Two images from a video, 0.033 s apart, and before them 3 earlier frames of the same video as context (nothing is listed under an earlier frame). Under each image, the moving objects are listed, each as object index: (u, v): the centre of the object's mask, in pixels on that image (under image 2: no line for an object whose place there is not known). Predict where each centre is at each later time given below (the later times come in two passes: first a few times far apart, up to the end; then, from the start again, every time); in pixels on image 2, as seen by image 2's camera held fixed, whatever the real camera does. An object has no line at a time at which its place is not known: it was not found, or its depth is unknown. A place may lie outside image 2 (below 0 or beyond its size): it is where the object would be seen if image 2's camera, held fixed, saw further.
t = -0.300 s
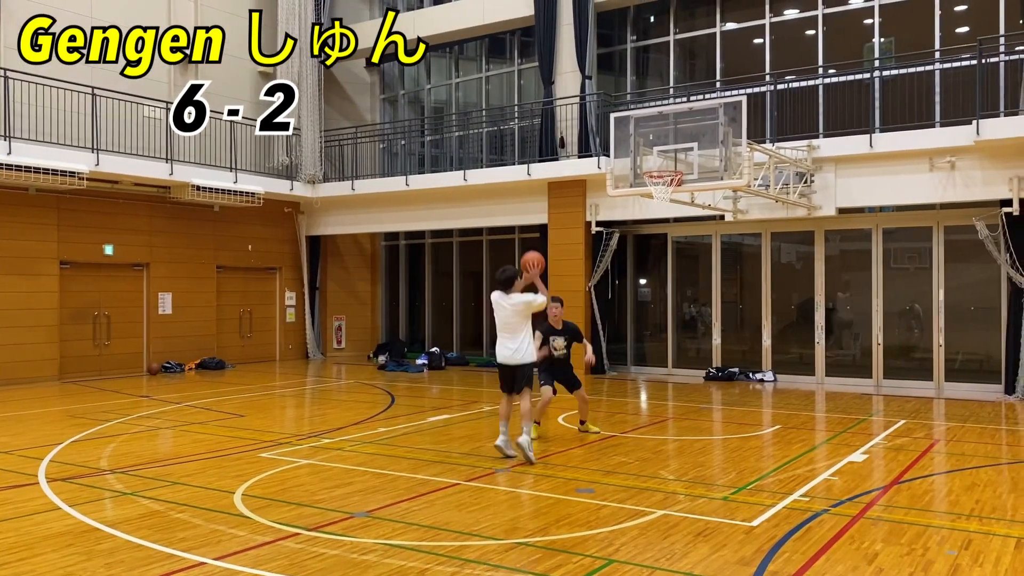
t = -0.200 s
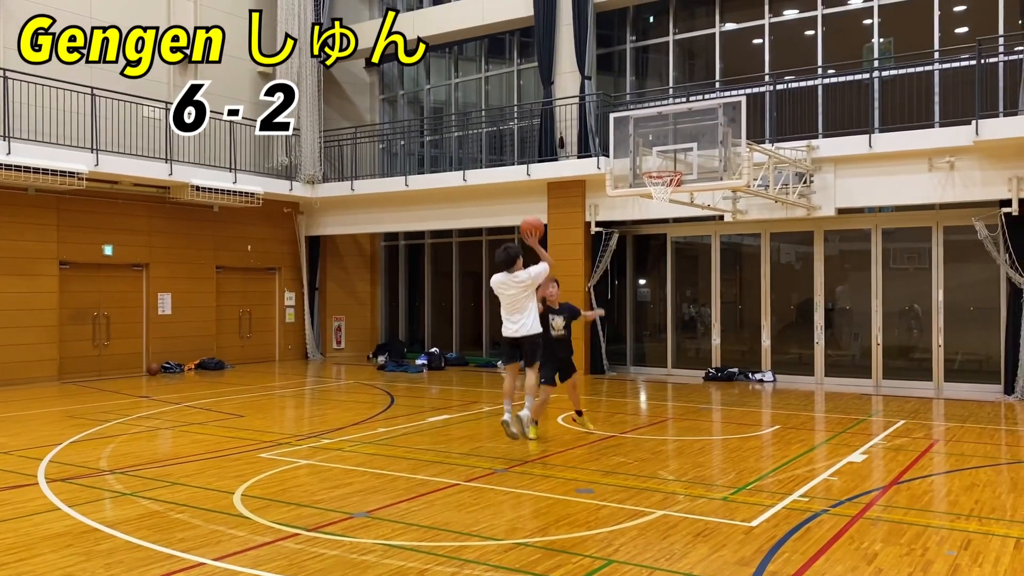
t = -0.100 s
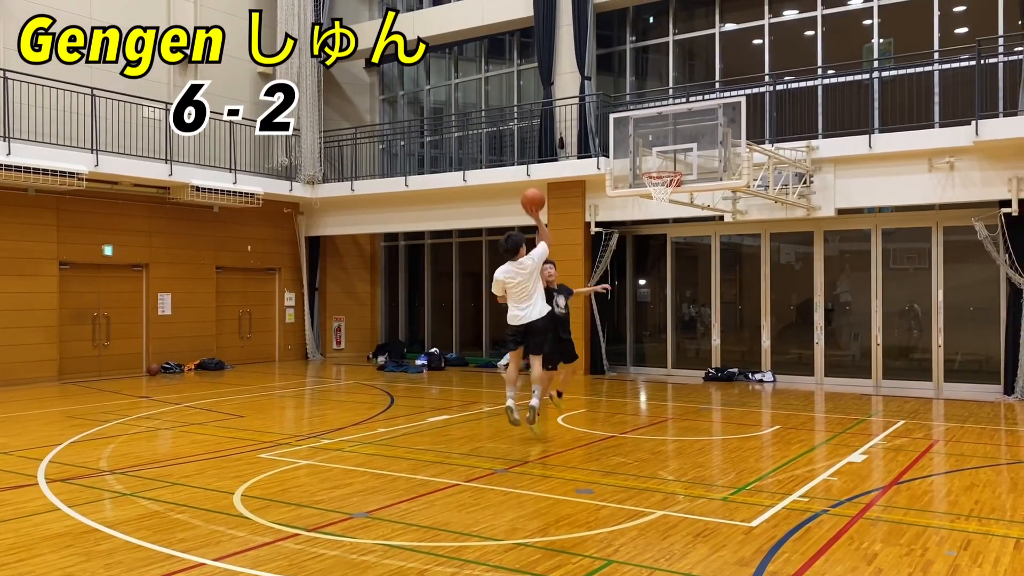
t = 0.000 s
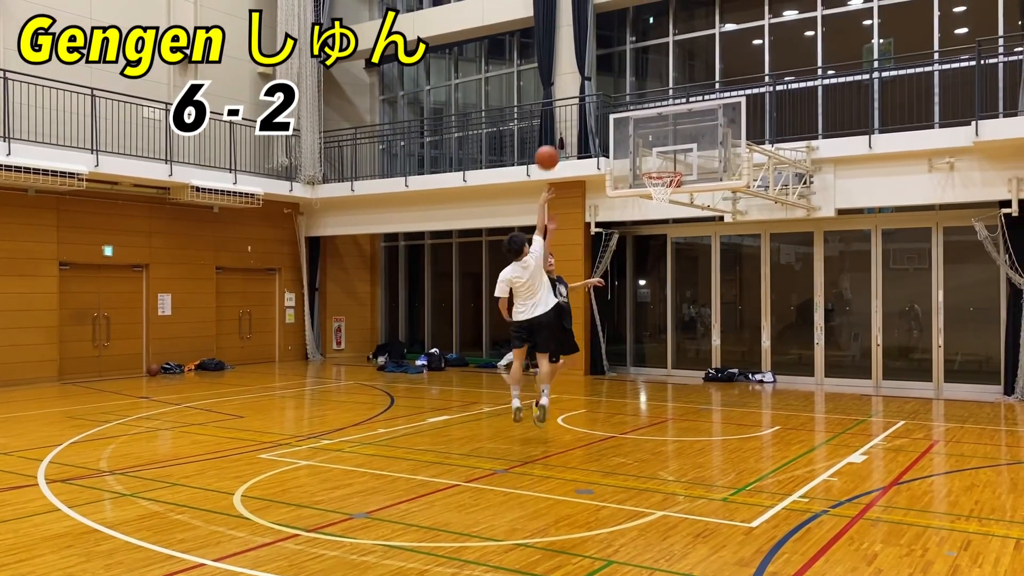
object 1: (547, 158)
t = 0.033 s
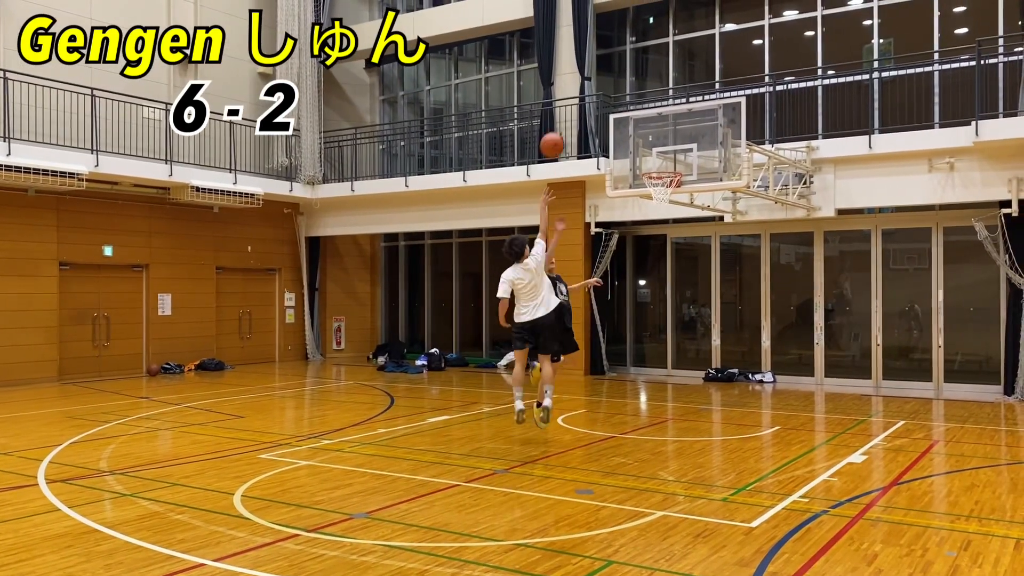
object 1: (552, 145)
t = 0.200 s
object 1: (578, 98)
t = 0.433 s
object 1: (612, 81)
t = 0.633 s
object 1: (638, 103)
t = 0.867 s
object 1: (663, 161)
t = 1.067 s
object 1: (676, 144)
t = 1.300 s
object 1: (689, 165)
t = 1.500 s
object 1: (698, 184)
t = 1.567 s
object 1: (699, 190)
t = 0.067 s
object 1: (557, 133)
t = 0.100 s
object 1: (563, 123)
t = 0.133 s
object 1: (568, 113)
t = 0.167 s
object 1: (574, 105)
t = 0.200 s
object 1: (578, 98)
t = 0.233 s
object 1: (584, 92)
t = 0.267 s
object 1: (589, 87)
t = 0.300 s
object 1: (594, 84)
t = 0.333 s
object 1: (599, 82)
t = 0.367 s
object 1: (603, 80)
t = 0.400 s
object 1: (607, 80)
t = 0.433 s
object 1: (612, 81)
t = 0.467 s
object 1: (616, 82)
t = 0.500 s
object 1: (621, 85)
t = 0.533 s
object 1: (625, 88)
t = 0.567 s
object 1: (629, 92)
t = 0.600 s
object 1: (633, 98)
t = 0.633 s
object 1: (638, 103)
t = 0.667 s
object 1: (642, 110)
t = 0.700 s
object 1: (646, 119)
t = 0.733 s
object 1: (649, 127)
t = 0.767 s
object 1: (653, 136)
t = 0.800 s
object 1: (657, 147)
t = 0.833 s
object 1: (661, 157)
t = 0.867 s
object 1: (663, 161)
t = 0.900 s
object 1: (665, 156)
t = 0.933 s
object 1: (667, 152)
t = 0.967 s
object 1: (669, 148)
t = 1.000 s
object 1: (672, 146)
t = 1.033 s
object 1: (674, 144)
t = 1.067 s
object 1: (676, 144)
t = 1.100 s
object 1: (678, 144)
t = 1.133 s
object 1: (679, 145)
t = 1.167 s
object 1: (681, 147)
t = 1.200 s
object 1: (683, 150)
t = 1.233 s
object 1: (685, 154)
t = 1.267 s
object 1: (687, 158)
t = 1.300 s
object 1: (689, 165)
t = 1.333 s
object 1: (691, 171)
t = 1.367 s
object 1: (694, 176)
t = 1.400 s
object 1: (697, 182)
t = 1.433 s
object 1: (697, 182)
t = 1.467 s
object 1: (697, 183)
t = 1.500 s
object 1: (698, 184)
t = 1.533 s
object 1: (698, 186)
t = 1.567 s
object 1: (699, 190)
